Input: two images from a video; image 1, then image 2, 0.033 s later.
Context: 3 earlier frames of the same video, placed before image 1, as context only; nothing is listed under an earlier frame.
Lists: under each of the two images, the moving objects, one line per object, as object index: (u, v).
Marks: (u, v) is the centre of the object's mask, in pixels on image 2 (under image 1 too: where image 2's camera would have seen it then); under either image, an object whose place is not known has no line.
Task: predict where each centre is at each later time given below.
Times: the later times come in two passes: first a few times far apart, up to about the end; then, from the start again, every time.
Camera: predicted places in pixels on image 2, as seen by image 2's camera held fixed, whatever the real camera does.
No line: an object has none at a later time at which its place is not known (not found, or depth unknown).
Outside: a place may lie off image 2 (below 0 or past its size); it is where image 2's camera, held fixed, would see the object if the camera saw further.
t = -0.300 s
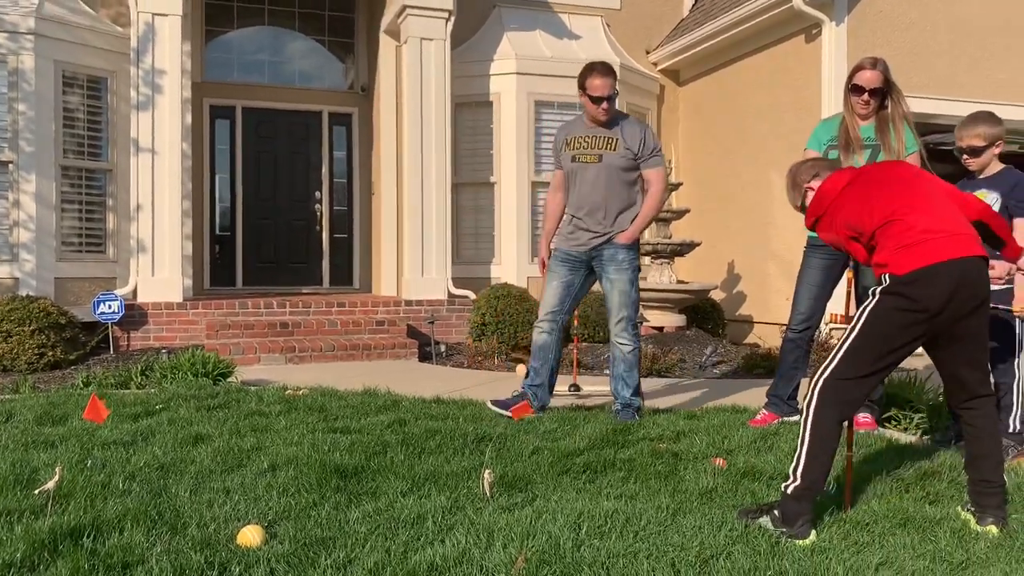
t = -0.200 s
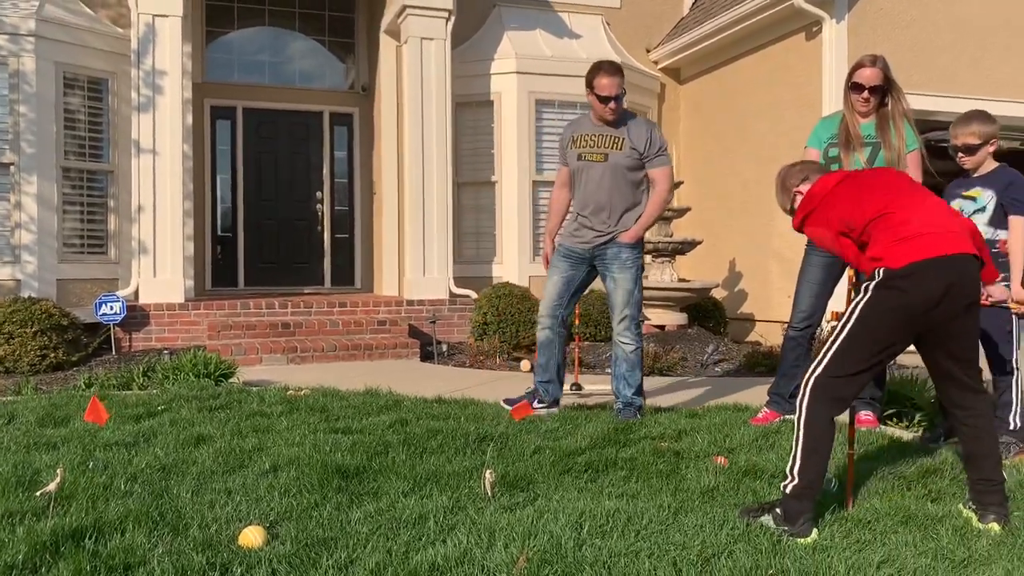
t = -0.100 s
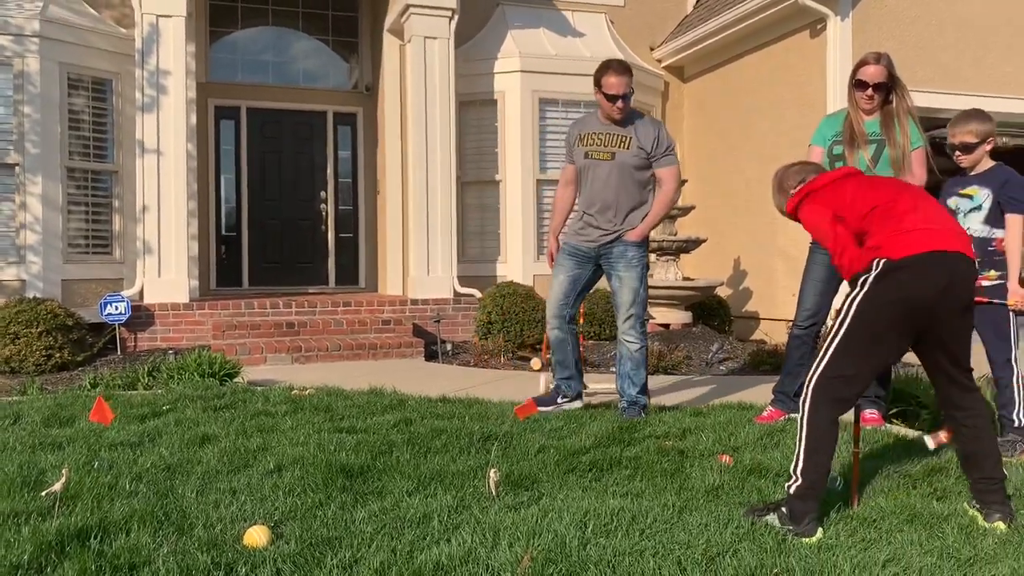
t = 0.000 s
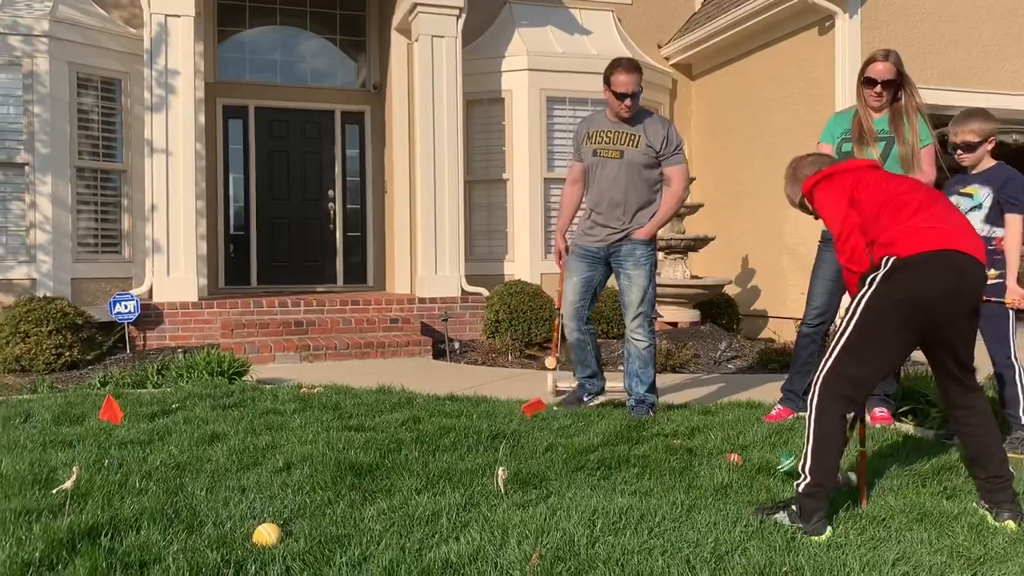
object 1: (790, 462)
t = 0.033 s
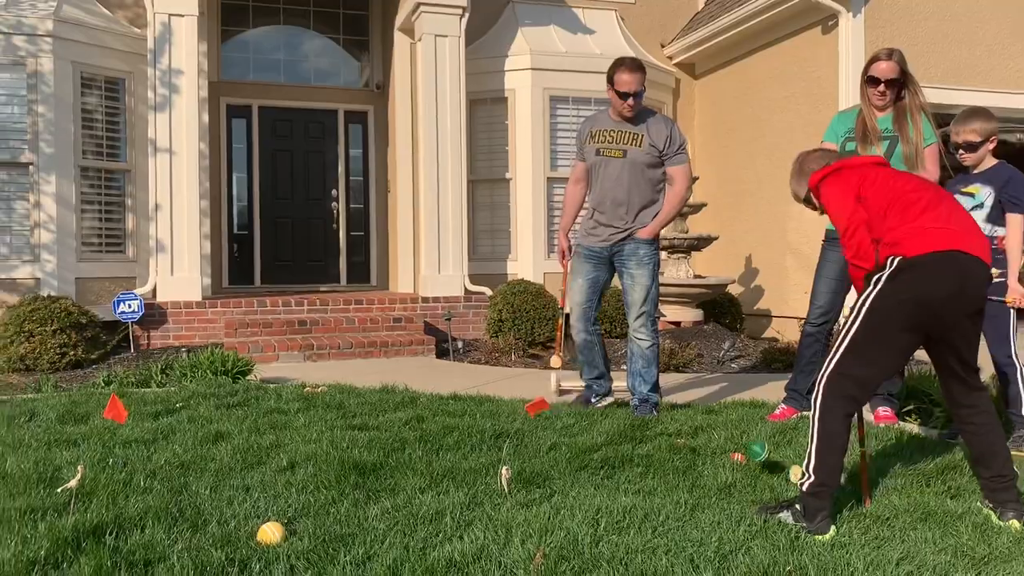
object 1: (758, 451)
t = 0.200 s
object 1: (593, 441)
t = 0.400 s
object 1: (462, 503)
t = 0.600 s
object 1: (379, 527)
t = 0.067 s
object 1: (725, 442)
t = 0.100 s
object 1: (692, 437)
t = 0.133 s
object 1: (662, 434)
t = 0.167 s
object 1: (626, 437)
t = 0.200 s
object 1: (593, 441)
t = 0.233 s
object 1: (558, 451)
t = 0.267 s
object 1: (523, 463)
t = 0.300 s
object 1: (496, 479)
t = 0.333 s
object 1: (489, 498)
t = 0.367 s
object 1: (478, 503)
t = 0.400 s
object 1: (462, 503)
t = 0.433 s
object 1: (447, 506)
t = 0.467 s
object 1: (431, 512)
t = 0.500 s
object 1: (418, 518)
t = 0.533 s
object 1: (401, 524)
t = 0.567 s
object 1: (389, 529)
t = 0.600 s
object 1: (379, 527)
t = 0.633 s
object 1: (367, 529)
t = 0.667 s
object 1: (355, 533)
